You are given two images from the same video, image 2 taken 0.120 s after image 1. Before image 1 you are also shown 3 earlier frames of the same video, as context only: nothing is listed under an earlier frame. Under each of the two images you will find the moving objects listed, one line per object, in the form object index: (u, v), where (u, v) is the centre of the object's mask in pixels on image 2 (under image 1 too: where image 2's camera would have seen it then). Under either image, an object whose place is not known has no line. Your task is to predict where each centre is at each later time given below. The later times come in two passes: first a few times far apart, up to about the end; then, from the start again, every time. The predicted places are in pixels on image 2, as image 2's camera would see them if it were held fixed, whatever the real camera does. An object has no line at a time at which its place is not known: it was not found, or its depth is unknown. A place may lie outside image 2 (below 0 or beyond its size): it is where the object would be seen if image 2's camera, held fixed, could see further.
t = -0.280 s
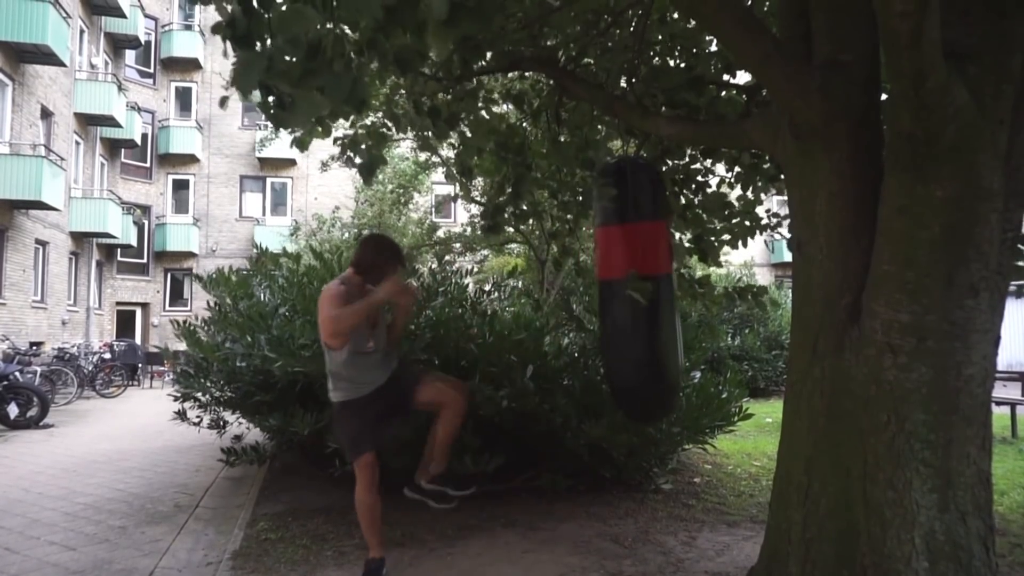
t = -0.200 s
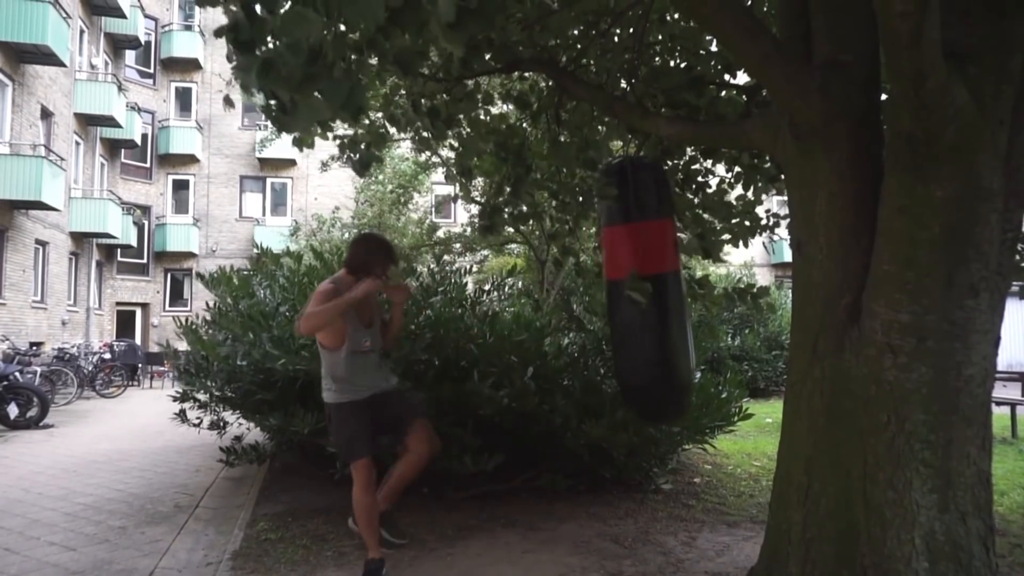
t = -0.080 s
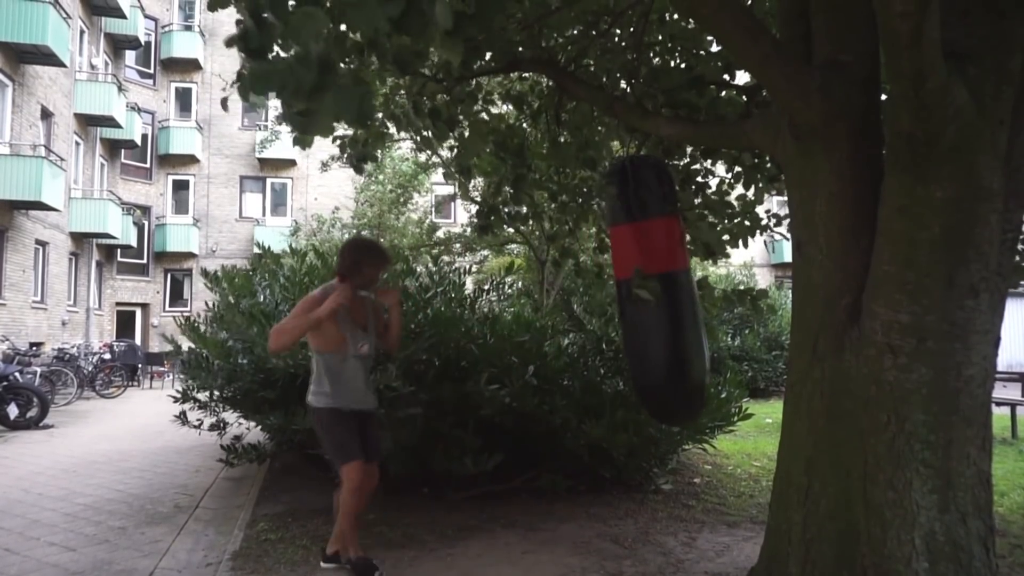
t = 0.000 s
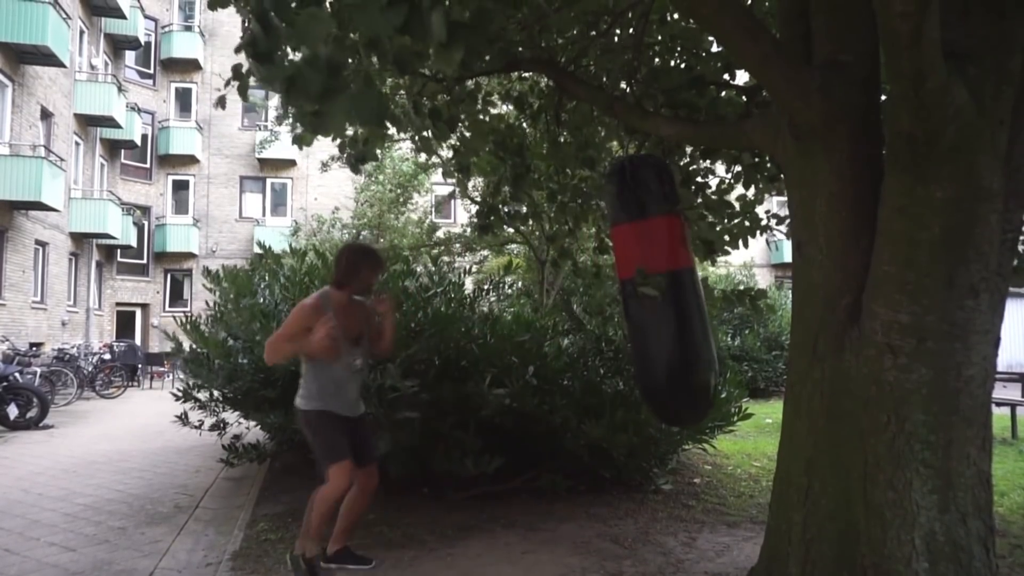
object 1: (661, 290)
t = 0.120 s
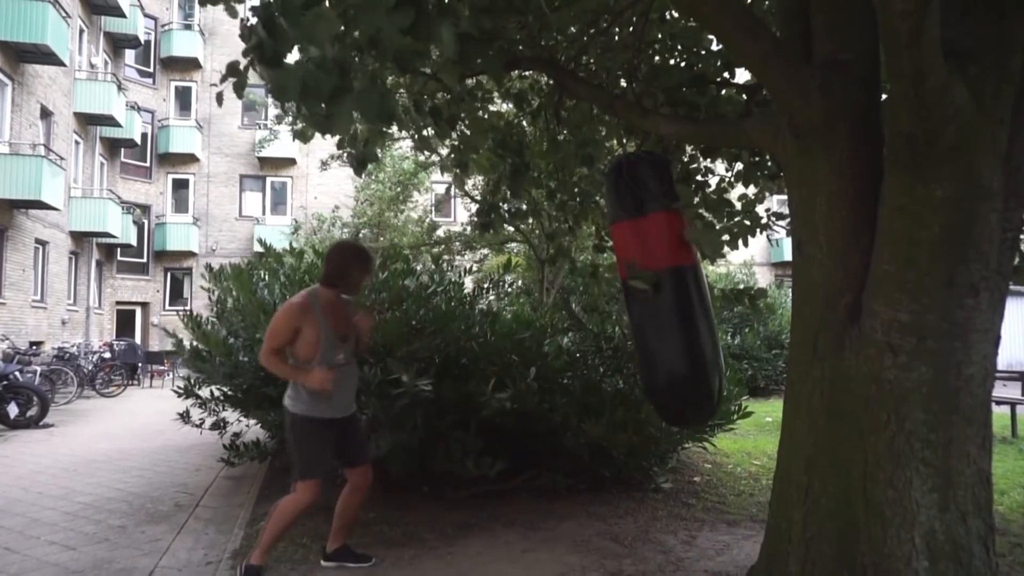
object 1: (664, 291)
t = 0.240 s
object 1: (663, 291)
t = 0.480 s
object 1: (651, 292)
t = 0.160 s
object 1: (664, 291)
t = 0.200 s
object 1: (664, 291)
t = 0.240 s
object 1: (663, 291)
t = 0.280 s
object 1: (663, 292)
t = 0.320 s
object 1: (661, 292)
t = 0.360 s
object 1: (659, 292)
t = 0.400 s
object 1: (657, 292)
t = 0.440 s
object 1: (654, 293)
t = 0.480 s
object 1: (651, 292)
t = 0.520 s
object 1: (647, 292)
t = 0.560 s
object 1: (644, 292)
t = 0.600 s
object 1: (640, 292)
